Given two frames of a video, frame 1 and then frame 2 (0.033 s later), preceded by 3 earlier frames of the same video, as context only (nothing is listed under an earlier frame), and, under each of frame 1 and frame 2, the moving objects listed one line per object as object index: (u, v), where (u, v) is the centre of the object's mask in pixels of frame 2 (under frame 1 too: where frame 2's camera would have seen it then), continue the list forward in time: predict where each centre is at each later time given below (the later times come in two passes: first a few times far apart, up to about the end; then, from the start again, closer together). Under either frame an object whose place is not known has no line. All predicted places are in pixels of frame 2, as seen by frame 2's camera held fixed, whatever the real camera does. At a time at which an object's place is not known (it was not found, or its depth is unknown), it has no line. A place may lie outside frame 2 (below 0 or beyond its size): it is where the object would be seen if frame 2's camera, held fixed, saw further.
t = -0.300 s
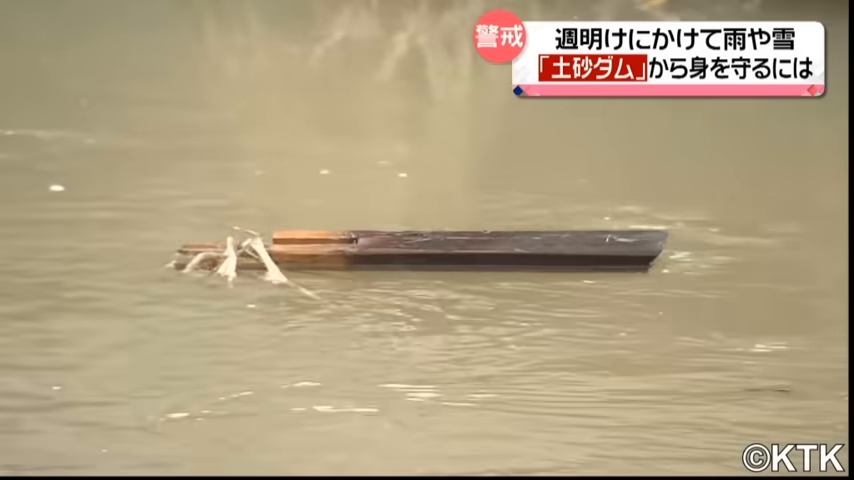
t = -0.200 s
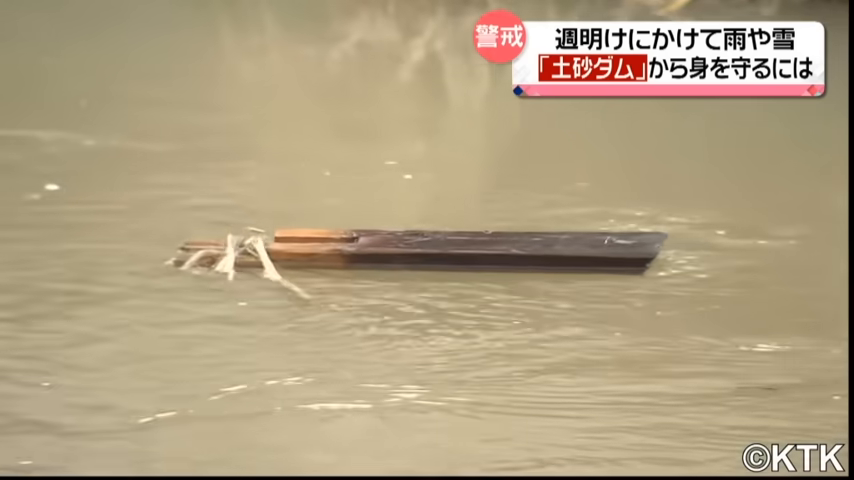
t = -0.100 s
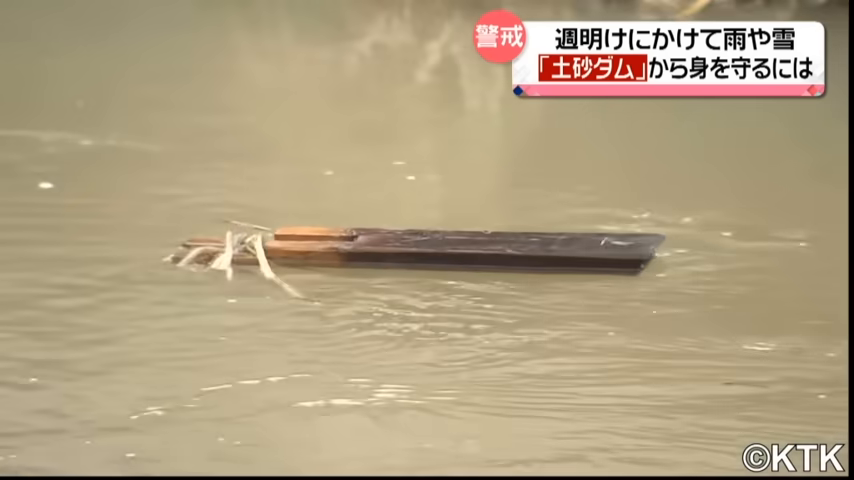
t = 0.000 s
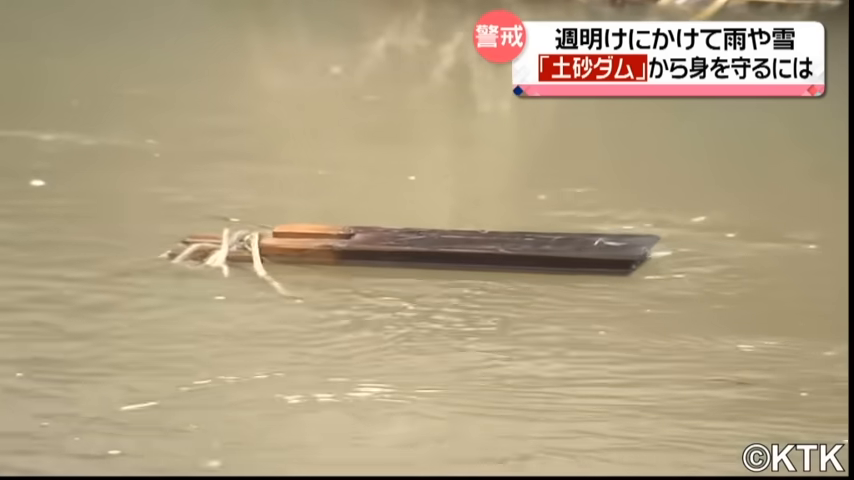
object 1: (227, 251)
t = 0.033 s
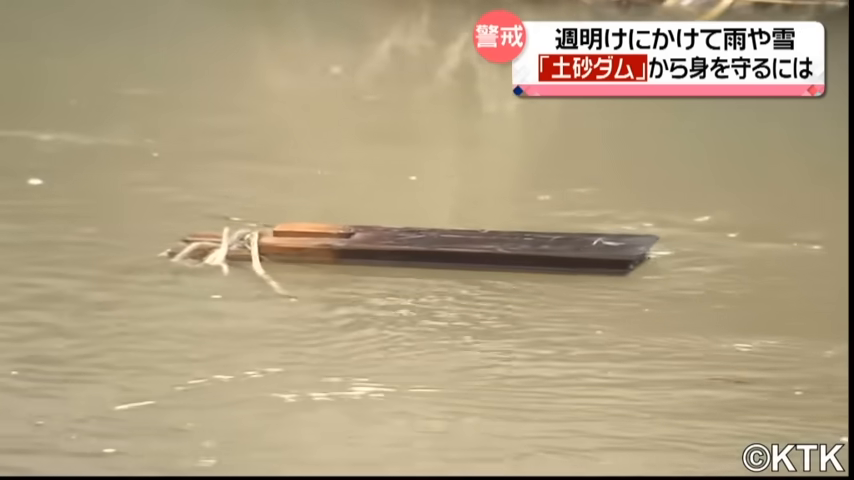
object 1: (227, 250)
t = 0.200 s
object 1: (222, 244)
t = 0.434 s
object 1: (217, 235)
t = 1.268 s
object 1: (249, 237)
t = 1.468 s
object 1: (265, 234)
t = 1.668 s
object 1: (274, 231)
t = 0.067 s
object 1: (224, 249)
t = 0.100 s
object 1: (223, 247)
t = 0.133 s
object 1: (222, 246)
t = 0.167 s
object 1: (222, 245)
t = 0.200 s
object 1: (222, 244)
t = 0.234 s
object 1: (217, 244)
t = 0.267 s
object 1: (218, 241)
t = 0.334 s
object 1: (218, 239)
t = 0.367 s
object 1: (218, 238)
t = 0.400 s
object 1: (218, 235)
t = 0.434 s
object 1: (217, 235)
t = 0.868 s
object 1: (227, 239)
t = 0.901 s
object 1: (229, 239)
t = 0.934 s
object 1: (237, 238)
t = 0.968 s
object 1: (236, 238)
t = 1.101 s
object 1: (242, 239)
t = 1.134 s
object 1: (248, 237)
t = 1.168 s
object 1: (245, 238)
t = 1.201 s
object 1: (253, 235)
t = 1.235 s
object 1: (251, 237)
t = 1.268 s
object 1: (249, 237)
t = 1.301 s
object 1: (252, 236)
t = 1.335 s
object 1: (259, 234)
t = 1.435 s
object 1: (262, 235)
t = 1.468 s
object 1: (265, 234)
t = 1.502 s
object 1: (266, 234)
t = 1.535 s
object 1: (266, 233)
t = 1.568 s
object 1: (268, 233)
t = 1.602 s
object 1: (269, 233)
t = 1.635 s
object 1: (271, 232)
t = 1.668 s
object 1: (274, 231)
